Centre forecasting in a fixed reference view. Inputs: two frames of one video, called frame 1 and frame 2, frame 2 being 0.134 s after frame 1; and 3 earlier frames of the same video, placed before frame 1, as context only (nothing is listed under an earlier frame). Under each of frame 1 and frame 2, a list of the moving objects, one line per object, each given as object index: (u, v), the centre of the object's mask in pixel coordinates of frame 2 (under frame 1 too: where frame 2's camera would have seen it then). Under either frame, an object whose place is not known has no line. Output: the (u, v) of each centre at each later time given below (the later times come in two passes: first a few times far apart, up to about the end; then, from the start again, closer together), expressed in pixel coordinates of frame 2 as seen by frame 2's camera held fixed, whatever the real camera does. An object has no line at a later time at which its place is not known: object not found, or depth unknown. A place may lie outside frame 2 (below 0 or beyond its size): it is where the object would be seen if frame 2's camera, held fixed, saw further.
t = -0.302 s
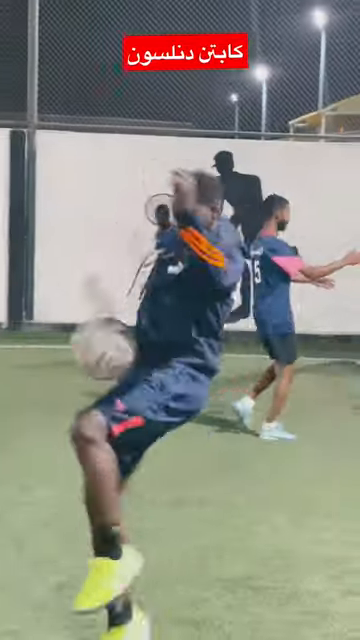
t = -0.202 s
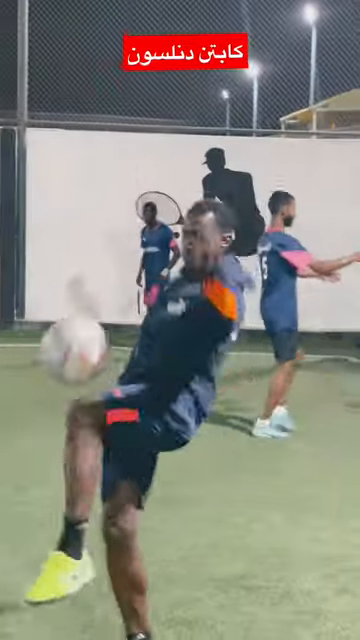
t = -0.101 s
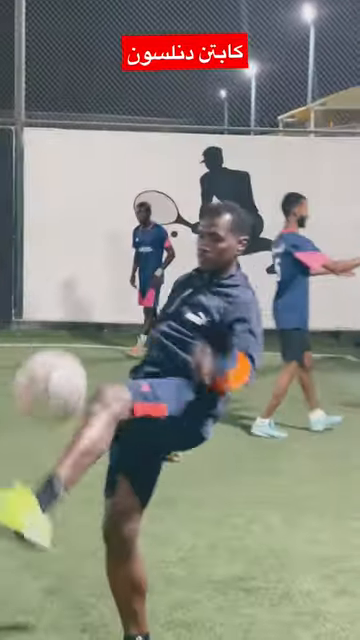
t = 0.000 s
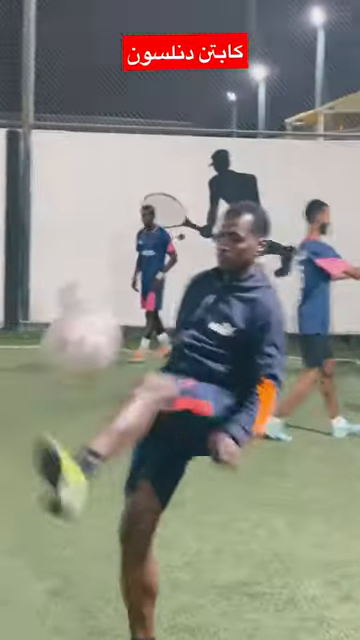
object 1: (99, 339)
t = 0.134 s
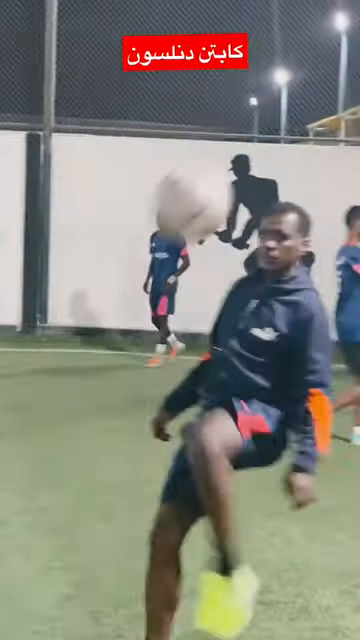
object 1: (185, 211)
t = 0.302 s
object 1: (303, 100)
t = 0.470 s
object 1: (384, 99)
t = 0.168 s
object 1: (217, 170)
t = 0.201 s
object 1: (241, 147)
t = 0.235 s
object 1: (261, 128)
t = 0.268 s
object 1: (283, 112)
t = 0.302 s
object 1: (303, 100)
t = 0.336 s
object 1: (317, 92)
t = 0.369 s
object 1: (330, 89)
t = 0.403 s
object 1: (339, 91)
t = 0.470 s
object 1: (384, 99)
